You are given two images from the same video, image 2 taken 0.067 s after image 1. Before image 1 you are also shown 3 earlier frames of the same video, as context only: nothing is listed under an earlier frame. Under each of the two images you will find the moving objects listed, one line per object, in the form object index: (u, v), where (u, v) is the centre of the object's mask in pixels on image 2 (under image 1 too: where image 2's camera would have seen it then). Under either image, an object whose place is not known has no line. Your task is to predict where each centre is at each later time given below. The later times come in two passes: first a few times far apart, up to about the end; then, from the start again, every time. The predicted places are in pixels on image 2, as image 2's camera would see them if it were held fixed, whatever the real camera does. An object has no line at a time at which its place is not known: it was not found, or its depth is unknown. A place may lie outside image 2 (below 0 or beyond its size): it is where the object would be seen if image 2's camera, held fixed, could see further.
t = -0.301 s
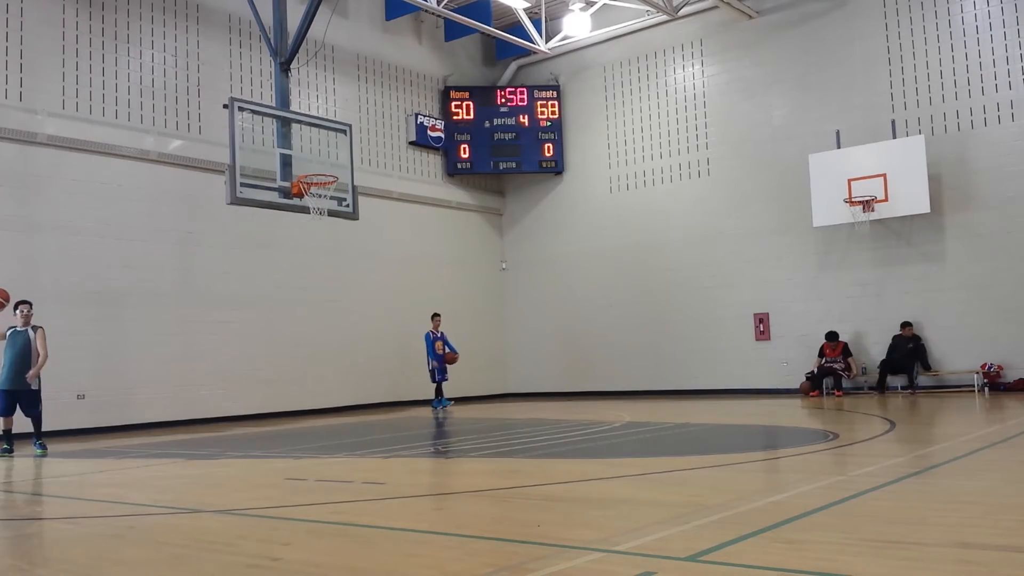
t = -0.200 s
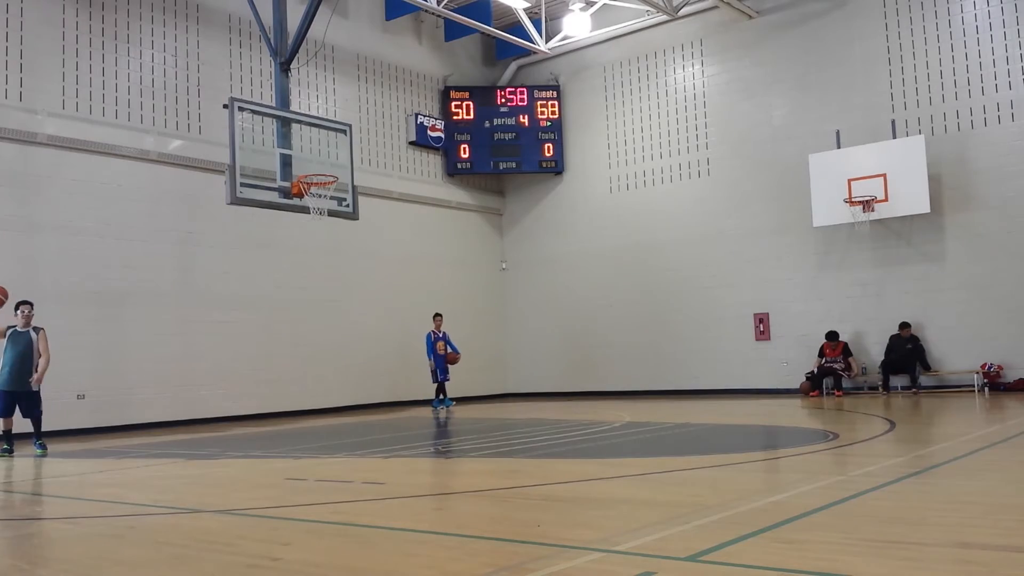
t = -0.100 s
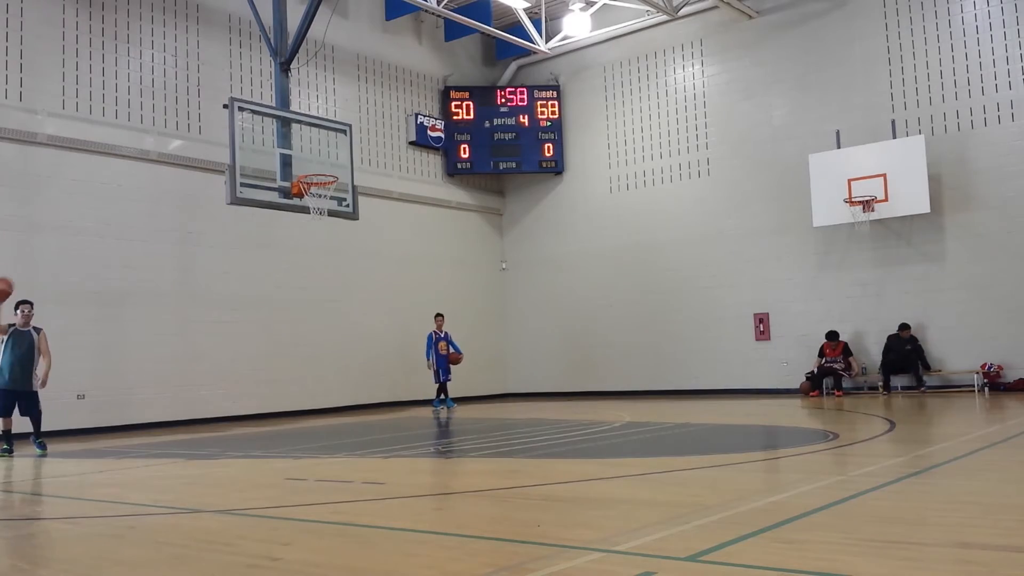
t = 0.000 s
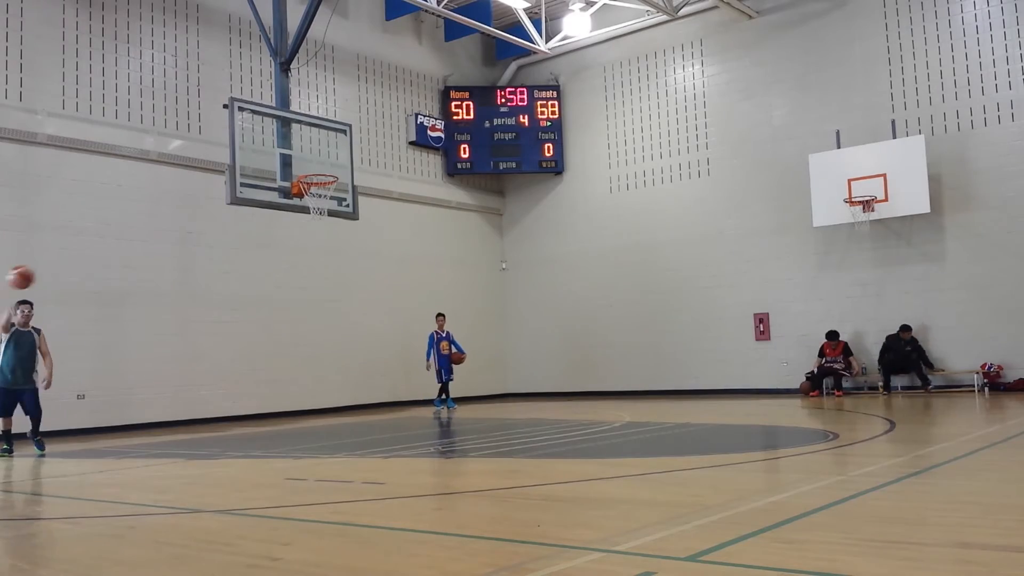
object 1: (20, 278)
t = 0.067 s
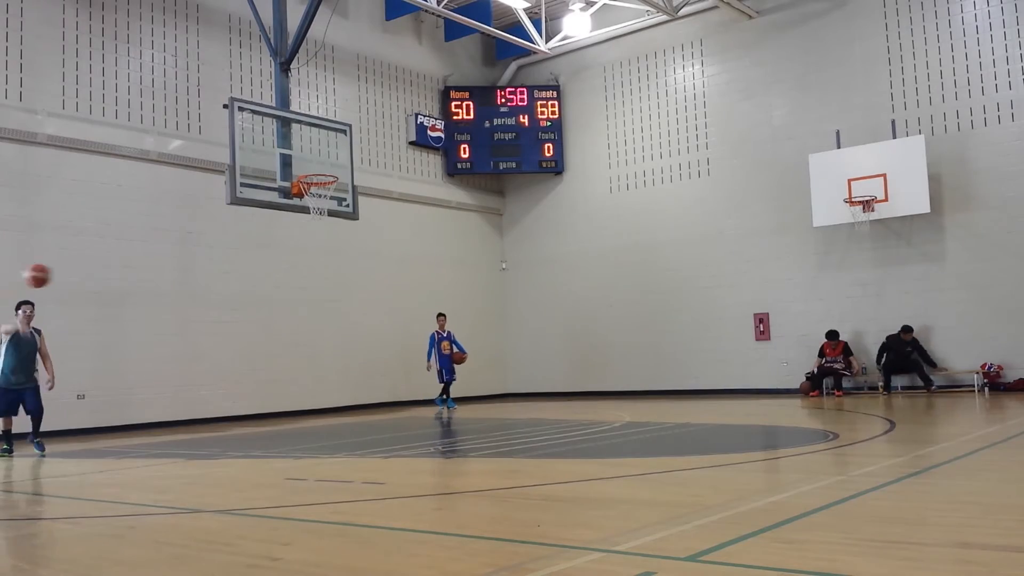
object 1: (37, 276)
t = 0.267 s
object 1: (94, 300)
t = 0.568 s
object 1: (205, 451)
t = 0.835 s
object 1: (255, 334)
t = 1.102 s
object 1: (306, 277)
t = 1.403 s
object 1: (385, 353)
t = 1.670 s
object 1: (480, 429)
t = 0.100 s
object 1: (45, 277)
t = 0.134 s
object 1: (54, 278)
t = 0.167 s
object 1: (64, 282)
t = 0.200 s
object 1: (74, 287)
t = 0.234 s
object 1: (83, 292)
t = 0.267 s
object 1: (94, 300)
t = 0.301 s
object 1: (104, 309)
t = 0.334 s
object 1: (115, 320)
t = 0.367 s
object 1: (127, 332)
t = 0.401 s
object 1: (138, 346)
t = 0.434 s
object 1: (152, 364)
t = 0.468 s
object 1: (164, 382)
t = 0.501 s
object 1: (178, 402)
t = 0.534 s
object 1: (192, 426)
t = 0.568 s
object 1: (205, 451)
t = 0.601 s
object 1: (216, 453)
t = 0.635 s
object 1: (220, 437)
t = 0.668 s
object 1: (226, 415)
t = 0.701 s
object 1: (231, 397)
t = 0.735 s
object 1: (237, 379)
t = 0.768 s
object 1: (242, 364)
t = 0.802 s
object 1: (249, 348)
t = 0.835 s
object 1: (255, 334)
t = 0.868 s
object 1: (259, 322)
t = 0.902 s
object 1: (265, 312)
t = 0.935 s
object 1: (272, 301)
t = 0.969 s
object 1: (278, 294)
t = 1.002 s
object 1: (285, 288)
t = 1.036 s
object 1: (292, 282)
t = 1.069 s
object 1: (299, 279)
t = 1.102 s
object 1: (306, 277)
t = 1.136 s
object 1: (313, 277)
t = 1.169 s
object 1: (322, 279)
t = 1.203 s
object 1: (330, 283)
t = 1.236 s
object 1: (338, 289)
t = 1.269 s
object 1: (346, 297)
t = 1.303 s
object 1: (355, 306)
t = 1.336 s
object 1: (365, 319)
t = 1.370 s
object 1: (375, 334)
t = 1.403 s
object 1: (385, 353)
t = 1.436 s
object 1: (395, 375)
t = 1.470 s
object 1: (408, 399)
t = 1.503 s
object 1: (419, 428)
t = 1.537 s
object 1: (432, 459)
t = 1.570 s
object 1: (447, 493)
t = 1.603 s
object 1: (458, 477)
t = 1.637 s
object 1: (468, 452)
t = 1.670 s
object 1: (480, 429)
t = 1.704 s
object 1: (492, 409)
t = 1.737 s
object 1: (506, 390)
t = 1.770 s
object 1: (521, 374)
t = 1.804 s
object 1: (533, 360)
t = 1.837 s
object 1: (551, 346)
